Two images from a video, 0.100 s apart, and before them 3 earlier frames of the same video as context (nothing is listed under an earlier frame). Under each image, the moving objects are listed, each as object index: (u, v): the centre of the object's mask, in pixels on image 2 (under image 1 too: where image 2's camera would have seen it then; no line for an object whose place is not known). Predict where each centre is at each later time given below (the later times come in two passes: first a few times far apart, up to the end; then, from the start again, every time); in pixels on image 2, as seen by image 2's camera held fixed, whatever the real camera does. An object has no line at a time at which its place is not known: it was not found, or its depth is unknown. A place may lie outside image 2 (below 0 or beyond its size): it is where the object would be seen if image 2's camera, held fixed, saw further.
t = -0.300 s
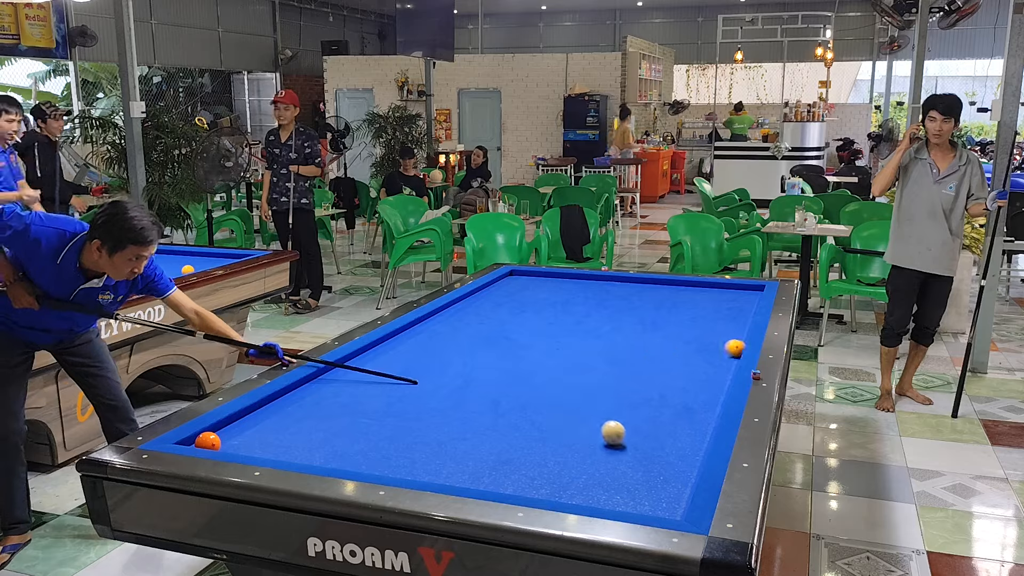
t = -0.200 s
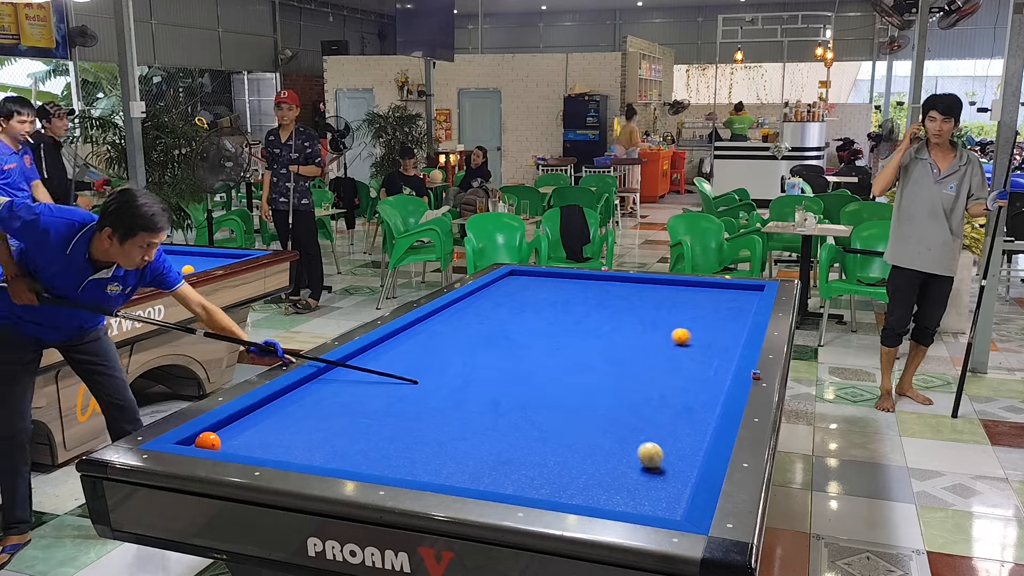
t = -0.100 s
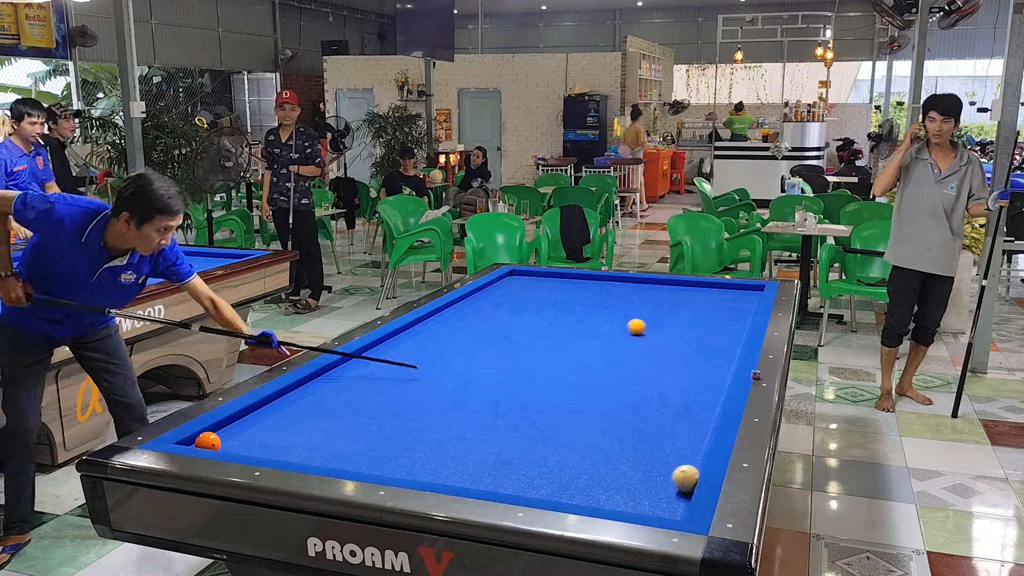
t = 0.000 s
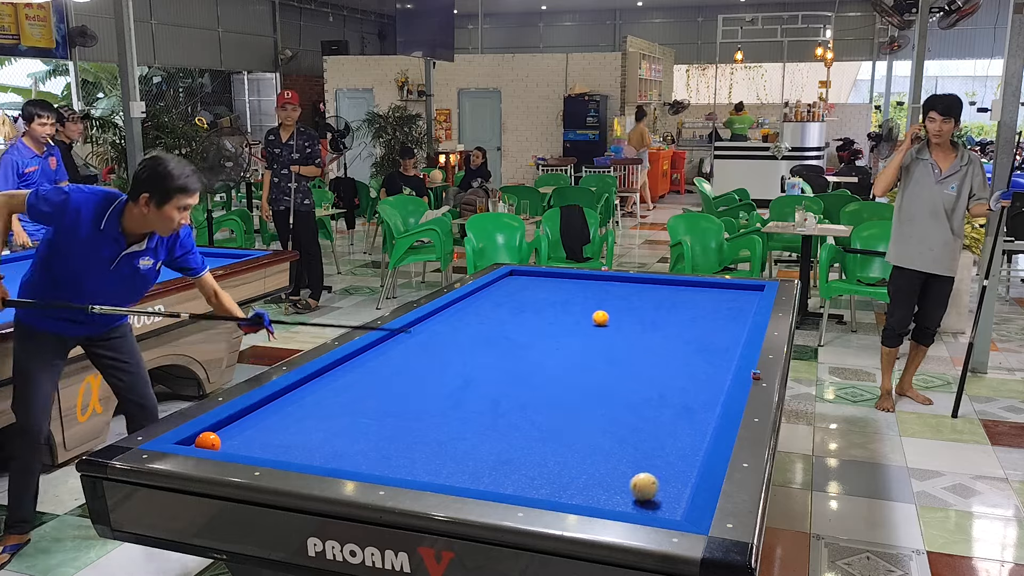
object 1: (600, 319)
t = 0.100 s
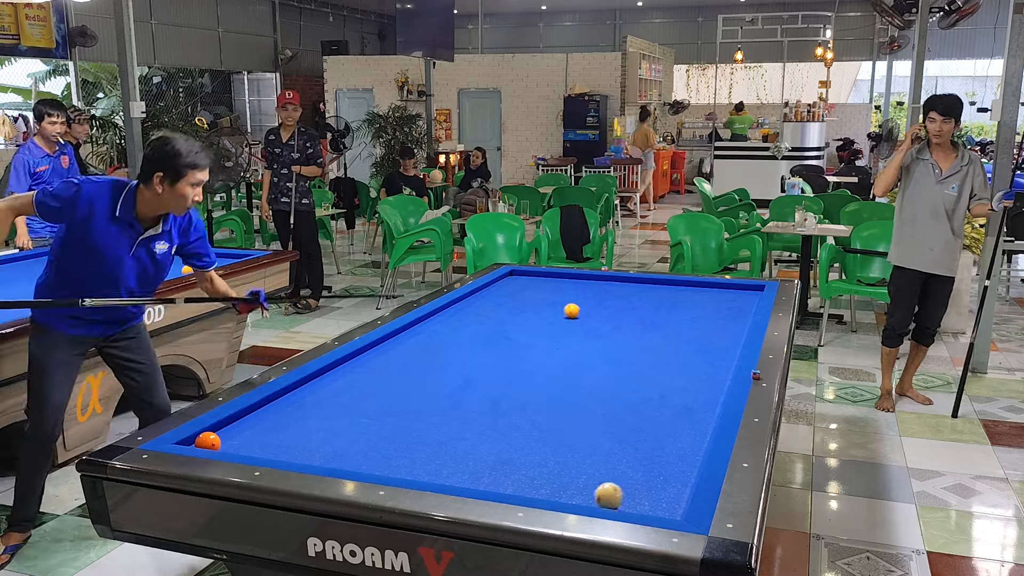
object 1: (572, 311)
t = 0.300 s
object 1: (530, 299)
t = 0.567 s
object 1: (491, 285)
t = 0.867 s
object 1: (549, 277)
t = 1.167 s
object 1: (586, 280)
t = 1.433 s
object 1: (616, 287)
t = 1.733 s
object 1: (651, 296)
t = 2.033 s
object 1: (688, 305)
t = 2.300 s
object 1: (725, 313)
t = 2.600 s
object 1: (733, 321)
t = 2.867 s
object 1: (707, 327)
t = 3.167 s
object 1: (678, 332)
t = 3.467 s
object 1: (647, 339)
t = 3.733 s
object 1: (620, 344)
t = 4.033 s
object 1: (589, 351)
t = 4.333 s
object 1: (556, 357)
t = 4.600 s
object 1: (527, 364)
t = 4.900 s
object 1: (494, 371)
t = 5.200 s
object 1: (460, 378)
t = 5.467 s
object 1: (429, 385)
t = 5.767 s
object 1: (394, 392)
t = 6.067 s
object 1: (357, 400)
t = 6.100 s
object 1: (353, 401)
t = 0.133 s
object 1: (563, 309)
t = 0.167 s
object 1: (556, 307)
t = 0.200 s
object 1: (549, 305)
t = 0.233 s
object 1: (542, 303)
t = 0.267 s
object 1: (536, 301)
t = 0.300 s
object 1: (530, 299)
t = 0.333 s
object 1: (524, 297)
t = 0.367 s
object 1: (518, 295)
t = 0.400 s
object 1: (512, 293)
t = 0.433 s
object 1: (506, 291)
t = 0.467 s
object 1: (500, 290)
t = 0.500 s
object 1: (494, 288)
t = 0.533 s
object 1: (490, 286)
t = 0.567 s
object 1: (491, 285)
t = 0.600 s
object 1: (499, 284)
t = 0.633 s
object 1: (507, 283)
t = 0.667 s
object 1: (514, 283)
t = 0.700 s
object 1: (520, 282)
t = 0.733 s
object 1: (526, 281)
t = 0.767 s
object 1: (532, 280)
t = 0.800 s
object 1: (538, 279)
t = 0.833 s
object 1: (543, 279)
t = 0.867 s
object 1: (549, 277)
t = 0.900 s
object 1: (554, 277)
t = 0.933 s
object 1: (559, 276)
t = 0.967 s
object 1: (565, 275)
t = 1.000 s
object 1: (570, 275)
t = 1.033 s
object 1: (573, 276)
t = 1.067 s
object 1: (576, 277)
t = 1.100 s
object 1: (579, 278)
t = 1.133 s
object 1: (583, 279)
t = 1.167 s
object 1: (586, 280)
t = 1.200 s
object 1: (590, 281)
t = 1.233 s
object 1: (593, 281)
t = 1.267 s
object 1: (597, 282)
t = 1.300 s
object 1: (601, 283)
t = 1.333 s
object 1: (605, 284)
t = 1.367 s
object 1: (608, 285)
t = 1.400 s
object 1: (612, 286)
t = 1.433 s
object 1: (616, 287)
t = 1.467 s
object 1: (620, 288)
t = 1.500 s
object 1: (623, 289)
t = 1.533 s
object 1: (627, 290)
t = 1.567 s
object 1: (631, 290)
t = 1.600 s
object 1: (635, 291)
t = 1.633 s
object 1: (639, 292)
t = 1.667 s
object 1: (643, 293)
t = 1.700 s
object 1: (647, 294)
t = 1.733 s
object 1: (651, 296)
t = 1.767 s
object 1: (655, 296)
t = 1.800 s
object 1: (659, 297)
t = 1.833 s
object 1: (663, 298)
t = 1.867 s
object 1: (667, 299)
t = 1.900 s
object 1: (671, 300)
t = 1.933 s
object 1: (675, 301)
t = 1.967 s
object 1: (680, 302)
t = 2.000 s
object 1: (684, 303)
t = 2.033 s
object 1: (688, 305)
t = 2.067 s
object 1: (693, 306)
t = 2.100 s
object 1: (697, 307)
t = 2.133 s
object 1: (702, 308)
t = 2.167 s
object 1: (706, 309)
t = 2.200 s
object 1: (711, 310)
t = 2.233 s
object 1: (715, 311)
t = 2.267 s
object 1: (720, 312)
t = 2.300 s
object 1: (725, 313)
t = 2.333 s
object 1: (730, 314)
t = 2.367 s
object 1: (734, 316)
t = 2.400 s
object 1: (739, 317)
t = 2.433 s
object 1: (744, 318)
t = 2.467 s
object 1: (747, 319)
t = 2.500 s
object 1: (743, 319)
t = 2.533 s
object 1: (739, 320)
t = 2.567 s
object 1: (736, 321)
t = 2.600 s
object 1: (733, 321)
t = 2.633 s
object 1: (730, 322)
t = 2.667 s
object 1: (727, 323)
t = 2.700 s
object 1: (724, 323)
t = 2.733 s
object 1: (720, 324)
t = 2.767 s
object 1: (717, 324)
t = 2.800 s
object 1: (714, 325)
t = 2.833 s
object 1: (710, 326)
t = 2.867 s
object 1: (707, 327)
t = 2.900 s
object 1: (704, 327)
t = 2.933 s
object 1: (701, 328)
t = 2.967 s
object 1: (697, 328)
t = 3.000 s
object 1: (694, 329)
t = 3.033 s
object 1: (691, 330)
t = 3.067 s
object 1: (687, 330)
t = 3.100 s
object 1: (684, 331)
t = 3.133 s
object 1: (681, 332)
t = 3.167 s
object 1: (678, 332)
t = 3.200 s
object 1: (674, 333)
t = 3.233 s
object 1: (671, 334)
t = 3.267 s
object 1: (667, 335)
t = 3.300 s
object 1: (664, 335)
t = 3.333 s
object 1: (661, 336)
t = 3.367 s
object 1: (658, 337)
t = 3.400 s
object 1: (654, 337)
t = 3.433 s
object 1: (651, 338)
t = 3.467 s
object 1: (647, 339)
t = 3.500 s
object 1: (644, 339)
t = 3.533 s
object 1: (640, 340)
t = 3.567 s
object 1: (637, 341)
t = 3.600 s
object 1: (633, 341)
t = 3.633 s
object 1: (630, 342)
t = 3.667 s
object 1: (627, 343)
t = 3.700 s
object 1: (623, 343)
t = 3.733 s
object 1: (620, 344)
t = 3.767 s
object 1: (616, 345)
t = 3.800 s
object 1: (613, 346)
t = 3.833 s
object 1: (609, 346)
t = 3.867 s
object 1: (606, 347)
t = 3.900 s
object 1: (602, 348)
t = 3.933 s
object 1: (599, 349)
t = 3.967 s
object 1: (595, 349)
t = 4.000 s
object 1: (592, 350)
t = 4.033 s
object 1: (589, 351)
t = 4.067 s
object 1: (585, 352)
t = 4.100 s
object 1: (581, 352)
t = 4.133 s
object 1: (578, 353)
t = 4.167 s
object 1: (574, 354)
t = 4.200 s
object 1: (571, 354)
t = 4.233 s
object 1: (567, 355)
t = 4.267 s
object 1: (563, 356)
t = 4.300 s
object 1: (560, 357)
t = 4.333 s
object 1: (556, 357)
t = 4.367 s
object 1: (553, 358)
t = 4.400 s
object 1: (549, 359)
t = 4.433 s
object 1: (545, 360)
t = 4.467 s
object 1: (542, 360)
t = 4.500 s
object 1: (538, 361)
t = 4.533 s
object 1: (534, 362)
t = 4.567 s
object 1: (531, 363)
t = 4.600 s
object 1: (527, 364)
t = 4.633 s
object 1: (524, 364)
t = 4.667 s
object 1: (520, 365)
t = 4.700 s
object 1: (516, 366)
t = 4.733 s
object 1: (512, 367)
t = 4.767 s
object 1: (509, 367)
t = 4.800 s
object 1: (505, 368)
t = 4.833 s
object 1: (501, 369)
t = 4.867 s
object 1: (498, 370)
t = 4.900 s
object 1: (494, 371)
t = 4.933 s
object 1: (490, 371)
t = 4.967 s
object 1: (486, 372)
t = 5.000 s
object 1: (482, 373)
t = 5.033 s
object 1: (479, 374)
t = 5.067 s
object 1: (475, 375)
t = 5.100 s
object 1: (471, 376)
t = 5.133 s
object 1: (467, 377)
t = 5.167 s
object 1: (464, 377)
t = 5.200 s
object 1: (460, 378)
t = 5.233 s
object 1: (456, 379)
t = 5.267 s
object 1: (452, 380)
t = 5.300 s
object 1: (448, 381)
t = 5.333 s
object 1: (444, 381)
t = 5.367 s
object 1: (441, 382)
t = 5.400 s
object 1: (437, 383)
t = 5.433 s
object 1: (433, 384)
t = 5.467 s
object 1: (429, 385)
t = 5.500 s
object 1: (425, 385)
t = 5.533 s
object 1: (421, 386)
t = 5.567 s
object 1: (417, 387)
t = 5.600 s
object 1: (413, 387)
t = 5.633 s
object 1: (409, 388)
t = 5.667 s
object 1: (405, 389)
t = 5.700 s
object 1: (401, 390)
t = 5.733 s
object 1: (397, 391)
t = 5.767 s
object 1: (394, 392)
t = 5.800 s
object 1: (390, 393)
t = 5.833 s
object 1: (385, 394)
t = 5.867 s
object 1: (382, 394)
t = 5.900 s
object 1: (377, 396)
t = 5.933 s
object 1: (373, 396)
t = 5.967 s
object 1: (369, 397)
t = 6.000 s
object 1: (365, 398)
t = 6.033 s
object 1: (361, 399)
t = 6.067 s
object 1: (357, 400)
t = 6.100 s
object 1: (353, 401)
